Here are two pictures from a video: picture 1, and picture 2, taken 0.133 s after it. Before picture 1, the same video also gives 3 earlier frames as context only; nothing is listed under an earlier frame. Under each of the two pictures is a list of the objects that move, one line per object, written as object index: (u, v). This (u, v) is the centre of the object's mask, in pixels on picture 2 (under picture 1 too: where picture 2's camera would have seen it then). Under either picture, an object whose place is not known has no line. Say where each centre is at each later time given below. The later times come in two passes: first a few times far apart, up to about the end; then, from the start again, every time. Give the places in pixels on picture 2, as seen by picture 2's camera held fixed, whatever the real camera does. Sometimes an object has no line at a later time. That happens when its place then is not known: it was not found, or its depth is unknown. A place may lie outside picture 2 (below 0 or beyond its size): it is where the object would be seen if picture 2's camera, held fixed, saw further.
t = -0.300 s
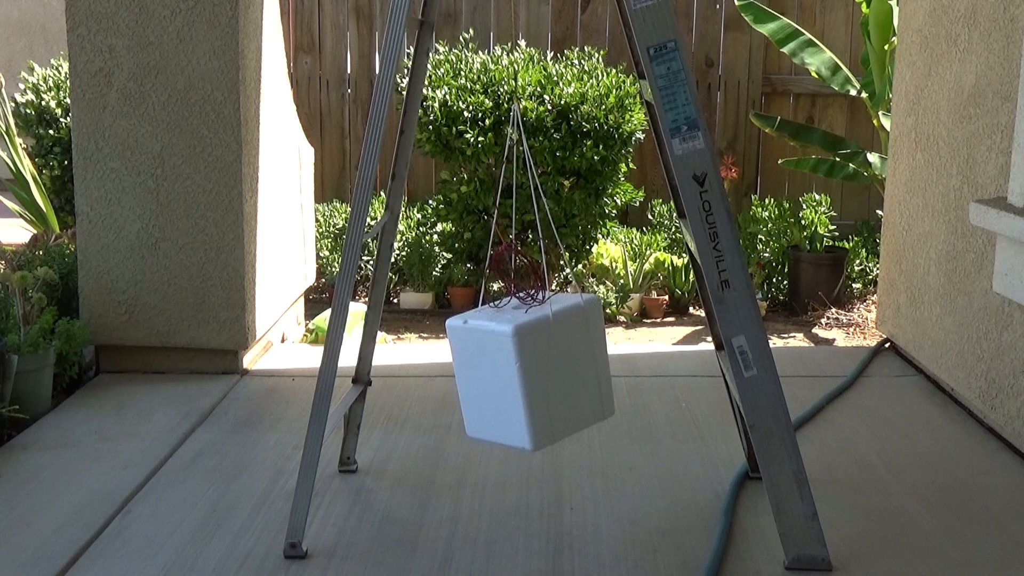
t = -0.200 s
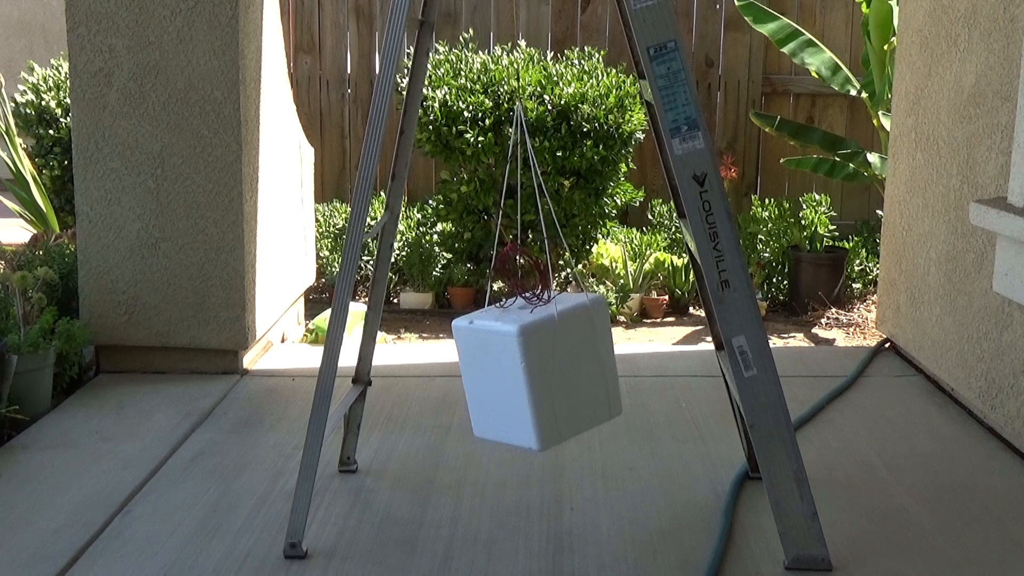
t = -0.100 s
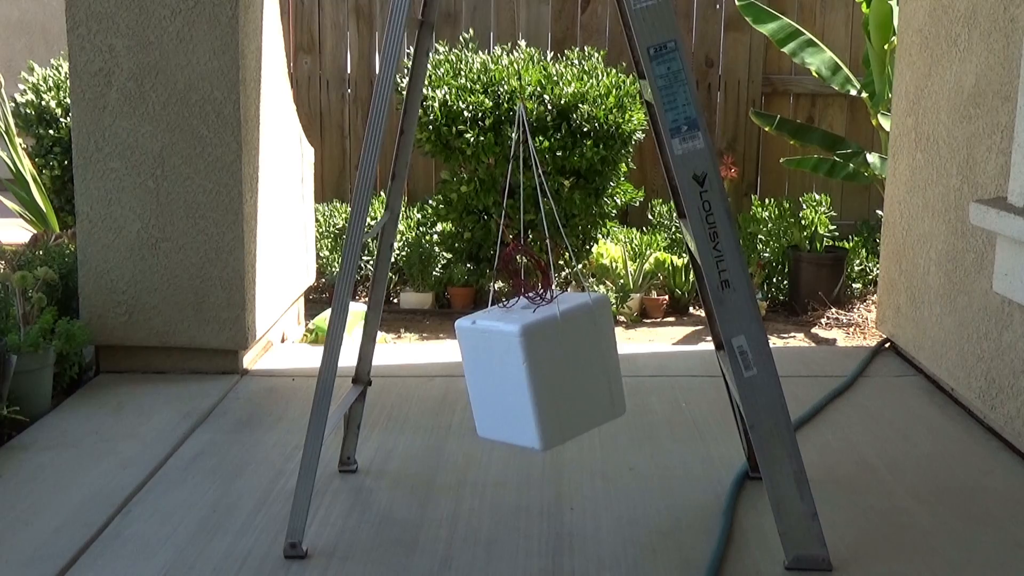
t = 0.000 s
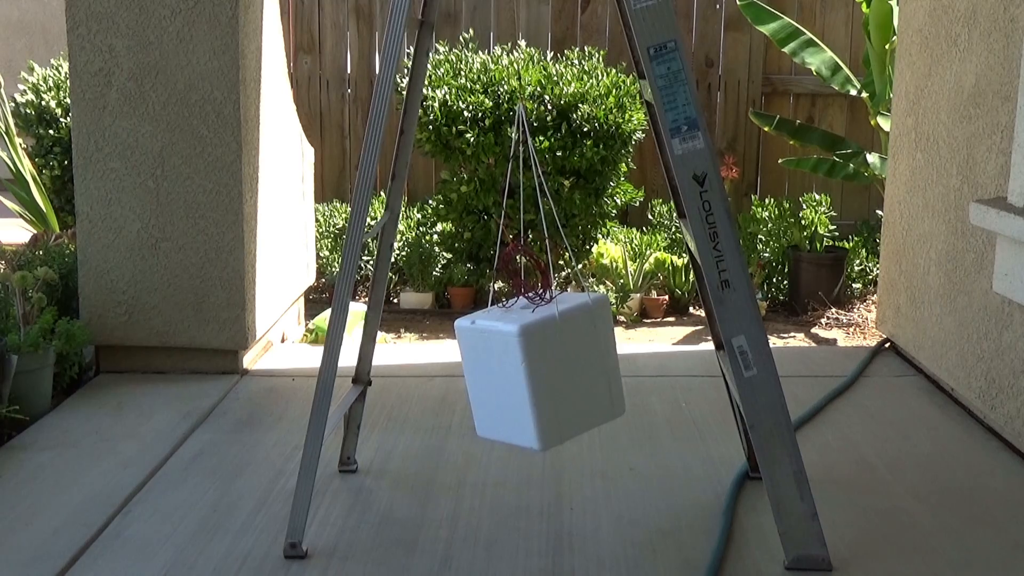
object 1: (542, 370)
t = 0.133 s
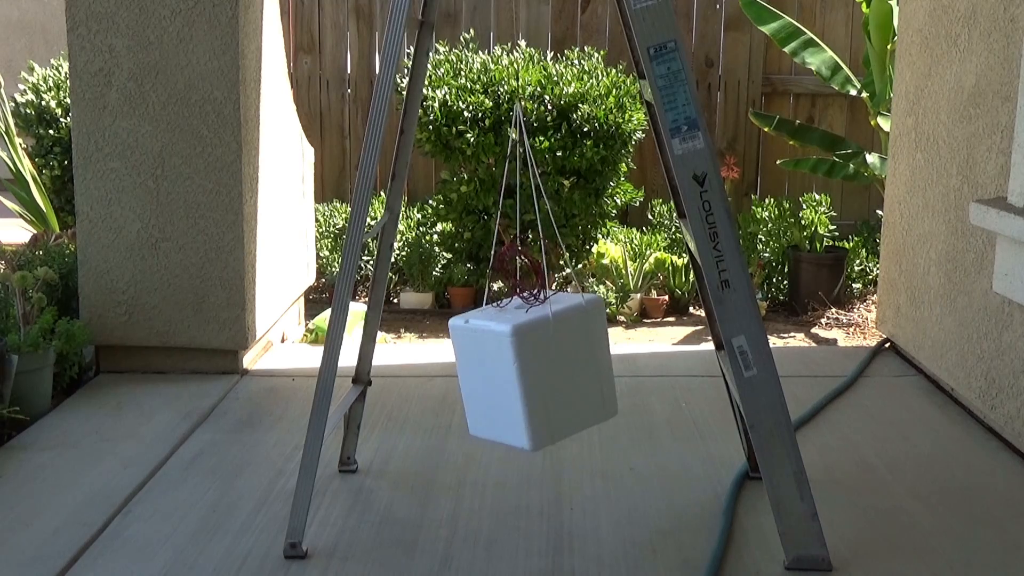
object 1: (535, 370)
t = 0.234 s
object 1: (526, 370)
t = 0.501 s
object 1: (496, 368)
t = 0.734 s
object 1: (476, 367)
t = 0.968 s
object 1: (472, 366)
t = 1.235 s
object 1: (491, 369)
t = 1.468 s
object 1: (516, 370)
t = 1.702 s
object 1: (535, 371)
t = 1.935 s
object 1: (537, 371)
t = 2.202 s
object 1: (519, 370)
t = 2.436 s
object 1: (496, 369)
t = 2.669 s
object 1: (480, 368)
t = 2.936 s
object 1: (479, 368)
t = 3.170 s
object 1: (496, 368)
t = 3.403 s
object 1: (519, 370)
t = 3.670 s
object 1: (537, 369)
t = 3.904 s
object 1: (537, 369)
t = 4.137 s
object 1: (521, 369)
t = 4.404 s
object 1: (499, 369)
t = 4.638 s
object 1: (488, 366)
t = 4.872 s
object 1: (490, 366)
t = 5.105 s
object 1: (506, 366)
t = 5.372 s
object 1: (528, 366)
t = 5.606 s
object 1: (537, 365)
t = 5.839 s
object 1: (530, 364)
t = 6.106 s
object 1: (508, 362)
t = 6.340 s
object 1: (487, 360)
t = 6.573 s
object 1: (475, 358)
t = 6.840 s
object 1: (479, 359)
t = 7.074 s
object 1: (492, 361)
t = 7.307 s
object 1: (506, 363)
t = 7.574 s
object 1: (511, 365)
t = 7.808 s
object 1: (505, 365)
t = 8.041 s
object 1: (488, 364)
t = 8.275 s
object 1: (473, 363)
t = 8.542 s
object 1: (466, 363)
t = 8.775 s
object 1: (473, 363)
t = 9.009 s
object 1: (488, 366)
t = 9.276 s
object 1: (505, 367)
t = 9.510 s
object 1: (509, 368)
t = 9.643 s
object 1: (506, 368)
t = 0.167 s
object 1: (532, 370)
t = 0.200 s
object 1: (529, 370)
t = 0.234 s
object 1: (526, 370)
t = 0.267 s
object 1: (523, 370)
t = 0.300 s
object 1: (519, 369)
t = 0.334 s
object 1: (515, 369)
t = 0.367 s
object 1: (511, 369)
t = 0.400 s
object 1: (508, 369)
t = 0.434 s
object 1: (504, 369)
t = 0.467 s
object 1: (500, 369)
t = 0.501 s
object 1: (496, 368)
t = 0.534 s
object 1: (493, 368)
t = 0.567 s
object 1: (489, 368)
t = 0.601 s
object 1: (486, 368)
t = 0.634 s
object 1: (483, 367)
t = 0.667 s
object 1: (480, 367)
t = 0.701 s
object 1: (478, 367)
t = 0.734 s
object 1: (476, 367)
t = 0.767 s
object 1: (474, 366)
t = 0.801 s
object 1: (473, 366)
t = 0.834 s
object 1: (472, 366)
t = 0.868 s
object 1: (471, 366)
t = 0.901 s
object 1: (471, 366)
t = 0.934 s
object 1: (472, 366)
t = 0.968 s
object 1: (472, 366)
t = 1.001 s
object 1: (473, 367)
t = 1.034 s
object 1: (475, 367)
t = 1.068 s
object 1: (477, 368)
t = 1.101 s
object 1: (479, 367)
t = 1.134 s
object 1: (482, 368)
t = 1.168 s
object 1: (484, 368)
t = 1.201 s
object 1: (488, 368)
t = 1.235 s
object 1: (491, 369)
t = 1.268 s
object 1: (494, 369)
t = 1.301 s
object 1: (498, 369)
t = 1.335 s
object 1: (502, 370)
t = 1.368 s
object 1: (505, 370)
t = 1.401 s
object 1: (509, 370)
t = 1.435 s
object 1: (512, 370)
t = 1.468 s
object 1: (516, 370)
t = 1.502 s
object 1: (519, 371)
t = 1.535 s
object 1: (522, 370)
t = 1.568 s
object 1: (525, 371)
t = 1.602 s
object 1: (528, 371)
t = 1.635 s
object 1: (531, 371)
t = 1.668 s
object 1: (533, 371)
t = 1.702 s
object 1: (535, 371)
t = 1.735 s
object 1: (536, 371)
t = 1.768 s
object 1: (537, 371)
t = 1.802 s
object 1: (538, 371)
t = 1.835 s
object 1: (538, 371)
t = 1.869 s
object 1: (538, 370)
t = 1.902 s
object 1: (538, 370)
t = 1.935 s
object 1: (537, 371)
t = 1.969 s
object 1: (536, 371)
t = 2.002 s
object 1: (534, 371)
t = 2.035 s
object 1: (533, 371)
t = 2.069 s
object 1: (530, 371)
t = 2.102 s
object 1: (528, 371)
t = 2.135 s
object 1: (525, 371)
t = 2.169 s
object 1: (523, 370)
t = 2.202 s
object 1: (519, 370)
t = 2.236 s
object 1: (516, 370)
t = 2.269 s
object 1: (513, 370)
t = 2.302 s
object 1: (510, 370)
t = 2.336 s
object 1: (506, 370)
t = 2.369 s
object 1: (503, 370)
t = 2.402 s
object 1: (500, 369)
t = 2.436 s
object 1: (496, 369)
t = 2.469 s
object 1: (493, 369)
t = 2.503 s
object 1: (490, 369)
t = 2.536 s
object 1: (488, 368)
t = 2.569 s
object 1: (485, 368)
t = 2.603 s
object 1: (483, 368)
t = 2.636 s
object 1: (481, 368)
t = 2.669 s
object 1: (480, 368)
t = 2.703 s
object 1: (479, 367)
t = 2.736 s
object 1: (478, 367)
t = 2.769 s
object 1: (477, 367)
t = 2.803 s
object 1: (477, 367)
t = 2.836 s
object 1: (477, 368)
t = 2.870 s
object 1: (478, 367)
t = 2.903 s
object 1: (479, 367)
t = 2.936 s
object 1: (479, 368)
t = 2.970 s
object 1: (481, 368)
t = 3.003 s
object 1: (483, 368)
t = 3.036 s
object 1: (486, 366)
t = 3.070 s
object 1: (488, 366)
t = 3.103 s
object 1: (490, 367)
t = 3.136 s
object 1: (493, 368)
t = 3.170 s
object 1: (496, 368)
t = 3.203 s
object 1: (499, 369)
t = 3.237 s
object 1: (503, 369)
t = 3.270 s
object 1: (506, 369)
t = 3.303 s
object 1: (509, 369)
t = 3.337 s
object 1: (513, 370)
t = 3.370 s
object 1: (516, 369)
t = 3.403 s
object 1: (519, 370)
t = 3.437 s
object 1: (522, 370)
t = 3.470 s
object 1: (525, 370)
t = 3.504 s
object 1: (528, 369)
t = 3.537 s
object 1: (530, 369)
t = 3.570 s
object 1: (533, 370)
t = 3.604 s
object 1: (535, 370)
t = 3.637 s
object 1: (536, 369)
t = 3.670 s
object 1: (537, 369)
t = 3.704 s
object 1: (538, 370)
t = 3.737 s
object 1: (539, 369)
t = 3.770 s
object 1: (539, 369)
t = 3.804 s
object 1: (539, 369)
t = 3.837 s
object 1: (539, 369)
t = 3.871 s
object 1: (538, 369)
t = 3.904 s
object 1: (537, 369)
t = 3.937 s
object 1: (535, 369)
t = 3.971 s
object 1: (534, 369)
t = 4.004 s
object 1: (532, 369)
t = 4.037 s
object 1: (529, 369)
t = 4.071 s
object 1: (527, 369)
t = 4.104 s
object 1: (525, 370)
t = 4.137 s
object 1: (521, 369)
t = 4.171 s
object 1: (519, 370)
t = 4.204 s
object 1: (516, 370)
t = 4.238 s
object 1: (513, 370)
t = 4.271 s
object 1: (509, 369)
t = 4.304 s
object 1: (507, 369)
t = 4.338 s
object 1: (504, 369)
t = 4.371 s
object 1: (501, 369)
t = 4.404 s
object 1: (499, 369)
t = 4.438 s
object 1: (497, 368)
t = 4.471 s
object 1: (495, 368)
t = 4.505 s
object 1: (493, 368)
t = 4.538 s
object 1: (491, 366)
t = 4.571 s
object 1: (490, 366)
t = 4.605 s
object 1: (489, 366)
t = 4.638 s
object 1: (488, 366)
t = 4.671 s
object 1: (488, 366)
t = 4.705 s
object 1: (487, 366)
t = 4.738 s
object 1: (487, 366)
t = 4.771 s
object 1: (487, 365)
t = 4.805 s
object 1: (488, 365)
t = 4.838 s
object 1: (489, 365)
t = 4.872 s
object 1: (490, 366)
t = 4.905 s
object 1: (492, 366)
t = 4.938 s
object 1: (494, 366)
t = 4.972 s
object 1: (496, 366)
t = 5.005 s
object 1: (498, 366)
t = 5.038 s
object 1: (501, 366)
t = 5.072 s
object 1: (503, 366)
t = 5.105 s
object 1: (506, 366)
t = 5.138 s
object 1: (509, 366)
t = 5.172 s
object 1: (512, 366)
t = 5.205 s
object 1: (515, 366)
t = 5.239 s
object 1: (518, 366)
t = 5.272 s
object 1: (521, 365)
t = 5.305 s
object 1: (524, 366)
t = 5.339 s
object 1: (526, 365)
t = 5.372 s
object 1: (528, 366)
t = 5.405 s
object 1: (531, 364)
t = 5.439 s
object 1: (533, 364)
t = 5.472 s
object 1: (534, 365)
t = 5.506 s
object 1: (536, 365)
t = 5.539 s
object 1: (537, 365)
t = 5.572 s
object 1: (537, 365)
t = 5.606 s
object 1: (537, 365)
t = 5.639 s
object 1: (537, 365)
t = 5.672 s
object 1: (537, 365)
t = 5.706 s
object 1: (536, 364)
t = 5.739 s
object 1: (535, 364)
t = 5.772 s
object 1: (534, 364)
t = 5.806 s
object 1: (532, 364)
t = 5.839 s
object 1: (530, 364)
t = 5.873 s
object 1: (527, 364)
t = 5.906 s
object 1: (524, 364)
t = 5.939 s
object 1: (522, 364)
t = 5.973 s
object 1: (519, 363)
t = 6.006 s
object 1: (515, 363)
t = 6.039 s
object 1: (512, 363)
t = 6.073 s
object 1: (510, 363)
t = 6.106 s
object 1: (508, 362)
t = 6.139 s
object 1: (506, 362)
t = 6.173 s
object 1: (503, 362)
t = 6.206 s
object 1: (499, 361)
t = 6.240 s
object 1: (496, 361)
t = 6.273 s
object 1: (493, 361)
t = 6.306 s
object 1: (490, 360)
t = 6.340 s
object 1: (487, 360)
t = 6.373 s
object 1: (485, 360)
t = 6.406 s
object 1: (482, 360)
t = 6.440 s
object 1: (480, 359)
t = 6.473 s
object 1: (478, 359)
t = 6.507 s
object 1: (477, 359)
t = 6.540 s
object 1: (475, 358)
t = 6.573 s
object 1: (475, 358)
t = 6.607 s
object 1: (474, 358)
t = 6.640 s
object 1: (474, 359)
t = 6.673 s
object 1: (474, 359)
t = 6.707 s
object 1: (474, 359)
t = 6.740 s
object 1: (475, 359)
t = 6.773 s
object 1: (476, 359)
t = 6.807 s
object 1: (477, 359)
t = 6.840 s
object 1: (479, 359)
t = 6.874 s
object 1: (480, 360)
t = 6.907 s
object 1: (482, 360)
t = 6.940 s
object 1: (484, 360)
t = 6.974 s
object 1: (486, 360)
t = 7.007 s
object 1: (488, 360)
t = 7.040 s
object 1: (490, 361)
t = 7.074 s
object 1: (492, 361)
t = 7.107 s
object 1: (495, 361)
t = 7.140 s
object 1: (497, 361)
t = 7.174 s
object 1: (499, 362)
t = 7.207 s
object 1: (501, 362)
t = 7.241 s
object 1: (503, 362)
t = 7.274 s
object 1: (504, 362)
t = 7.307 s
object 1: (506, 363)
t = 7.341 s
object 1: (507, 363)
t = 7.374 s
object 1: (508, 363)
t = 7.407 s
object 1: (509, 363)
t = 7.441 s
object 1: (510, 363)
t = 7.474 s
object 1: (510, 364)
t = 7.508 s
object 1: (511, 364)
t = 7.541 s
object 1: (511, 364)
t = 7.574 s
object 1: (511, 365)
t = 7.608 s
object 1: (510, 365)
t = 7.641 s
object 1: (509, 365)
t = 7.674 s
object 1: (509, 365)
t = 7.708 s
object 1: (508, 365)
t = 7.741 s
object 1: (507, 365)
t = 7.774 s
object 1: (506, 365)
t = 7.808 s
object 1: (505, 365)
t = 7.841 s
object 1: (503, 365)
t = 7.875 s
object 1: (501, 365)
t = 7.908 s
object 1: (498, 365)
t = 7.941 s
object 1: (496, 365)
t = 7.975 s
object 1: (493, 364)
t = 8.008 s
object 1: (491, 364)
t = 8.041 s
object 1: (488, 364)
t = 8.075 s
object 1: (486, 364)
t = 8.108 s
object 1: (483, 364)
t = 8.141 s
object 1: (481, 364)
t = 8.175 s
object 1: (479, 363)
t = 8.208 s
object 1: (477, 363)
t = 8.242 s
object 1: (475, 363)
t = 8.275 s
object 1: (473, 363)
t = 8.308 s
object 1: (471, 363)
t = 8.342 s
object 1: (470, 363)
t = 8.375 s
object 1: (469, 363)
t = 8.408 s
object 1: (468, 363)
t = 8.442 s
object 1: (467, 363)
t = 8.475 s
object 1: (467, 363)
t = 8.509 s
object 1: (466, 363)
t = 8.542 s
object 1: (466, 363)
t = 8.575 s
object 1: (467, 363)
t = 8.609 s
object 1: (467, 363)
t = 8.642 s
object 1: (468, 363)
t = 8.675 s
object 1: (469, 363)
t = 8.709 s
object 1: (470, 363)
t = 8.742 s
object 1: (472, 363)
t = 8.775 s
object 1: (473, 363)
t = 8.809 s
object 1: (475, 364)
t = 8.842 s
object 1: (477, 364)
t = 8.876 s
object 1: (480, 365)
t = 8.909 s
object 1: (482, 365)
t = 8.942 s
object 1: (484, 365)
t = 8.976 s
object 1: (486, 366)
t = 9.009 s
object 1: (488, 366)
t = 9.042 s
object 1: (491, 366)
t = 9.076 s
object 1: (493, 366)
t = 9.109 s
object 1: (495, 366)
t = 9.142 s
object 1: (497, 367)
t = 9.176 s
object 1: (499, 367)
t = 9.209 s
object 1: (501, 367)
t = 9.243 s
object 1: (503, 367)
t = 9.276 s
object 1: (505, 367)
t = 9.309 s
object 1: (506, 367)
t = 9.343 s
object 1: (507, 367)
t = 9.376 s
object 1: (508, 367)
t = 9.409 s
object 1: (508, 367)
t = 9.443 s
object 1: (509, 367)
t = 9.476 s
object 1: (509, 367)
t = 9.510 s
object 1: (509, 368)
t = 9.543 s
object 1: (509, 368)
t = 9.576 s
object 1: (508, 368)
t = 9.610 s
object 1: (507, 368)
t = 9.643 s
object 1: (506, 368)
